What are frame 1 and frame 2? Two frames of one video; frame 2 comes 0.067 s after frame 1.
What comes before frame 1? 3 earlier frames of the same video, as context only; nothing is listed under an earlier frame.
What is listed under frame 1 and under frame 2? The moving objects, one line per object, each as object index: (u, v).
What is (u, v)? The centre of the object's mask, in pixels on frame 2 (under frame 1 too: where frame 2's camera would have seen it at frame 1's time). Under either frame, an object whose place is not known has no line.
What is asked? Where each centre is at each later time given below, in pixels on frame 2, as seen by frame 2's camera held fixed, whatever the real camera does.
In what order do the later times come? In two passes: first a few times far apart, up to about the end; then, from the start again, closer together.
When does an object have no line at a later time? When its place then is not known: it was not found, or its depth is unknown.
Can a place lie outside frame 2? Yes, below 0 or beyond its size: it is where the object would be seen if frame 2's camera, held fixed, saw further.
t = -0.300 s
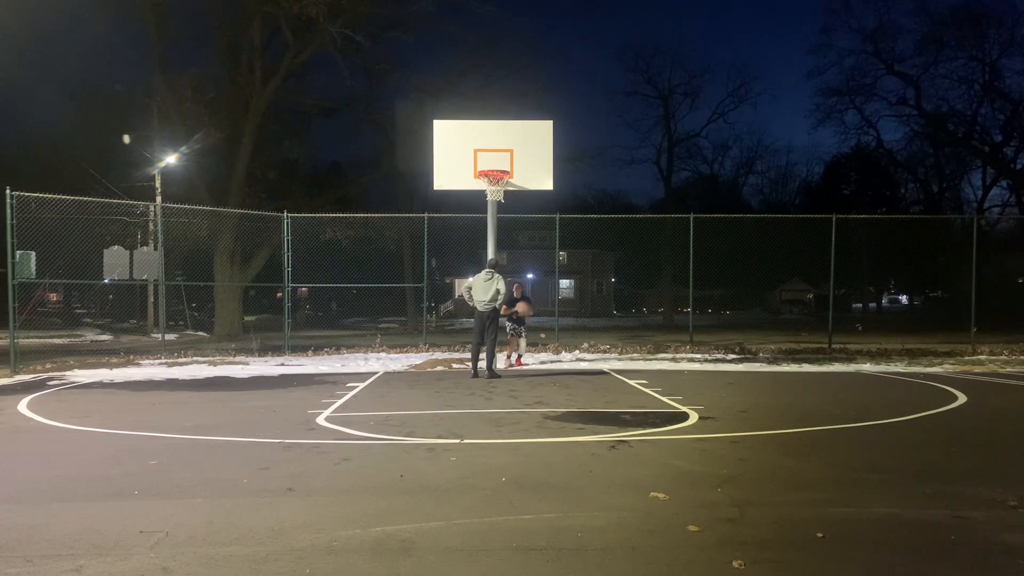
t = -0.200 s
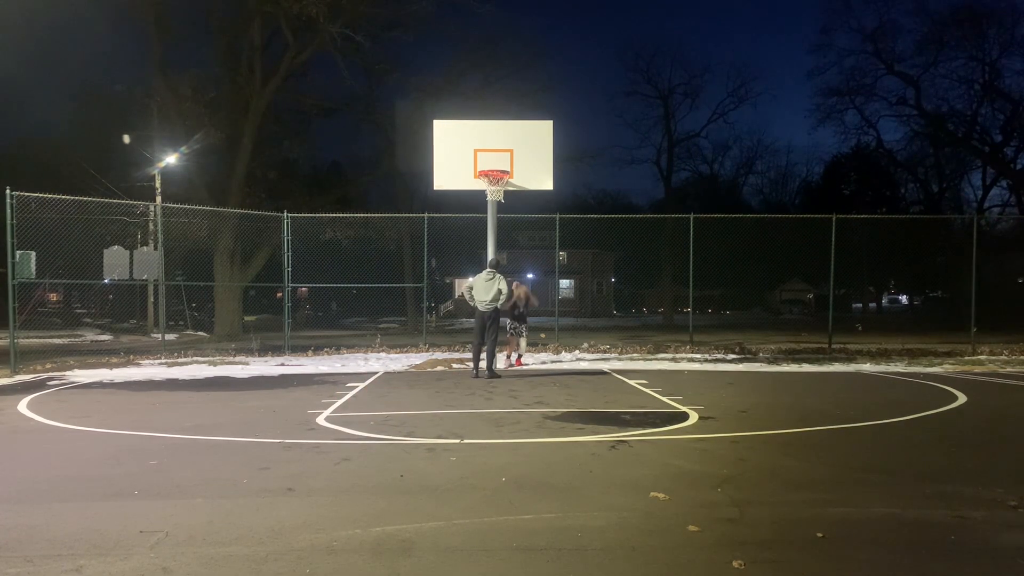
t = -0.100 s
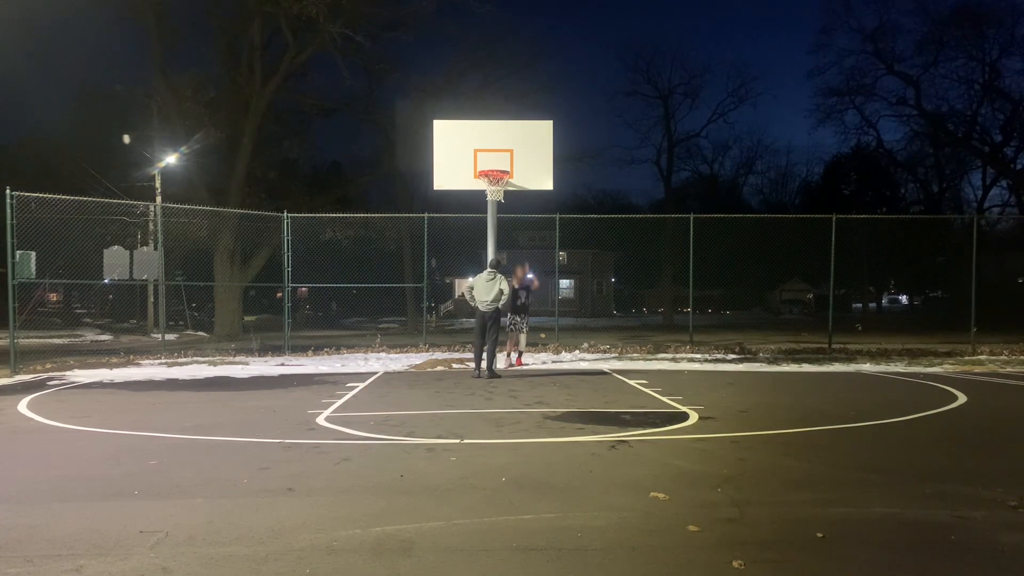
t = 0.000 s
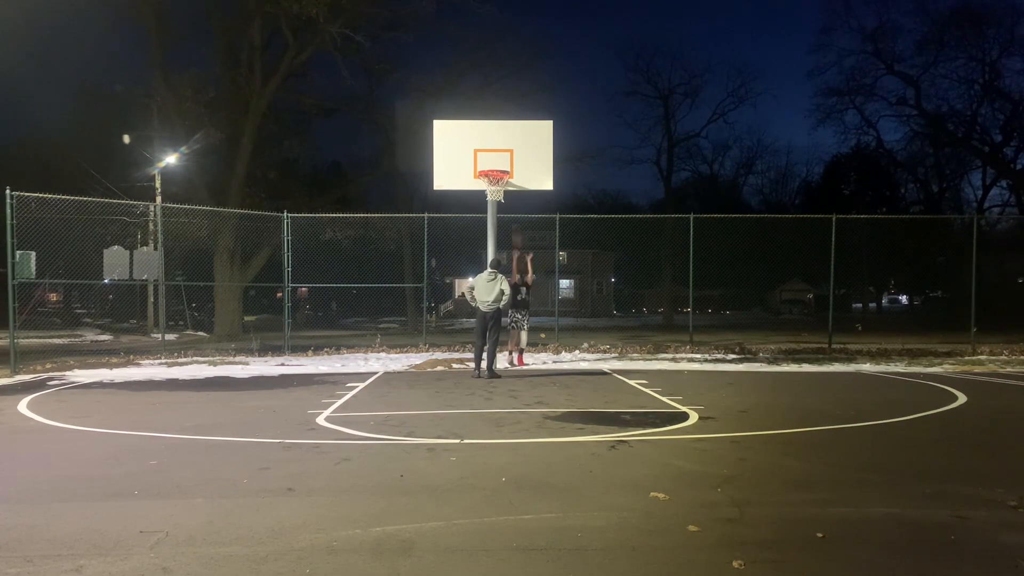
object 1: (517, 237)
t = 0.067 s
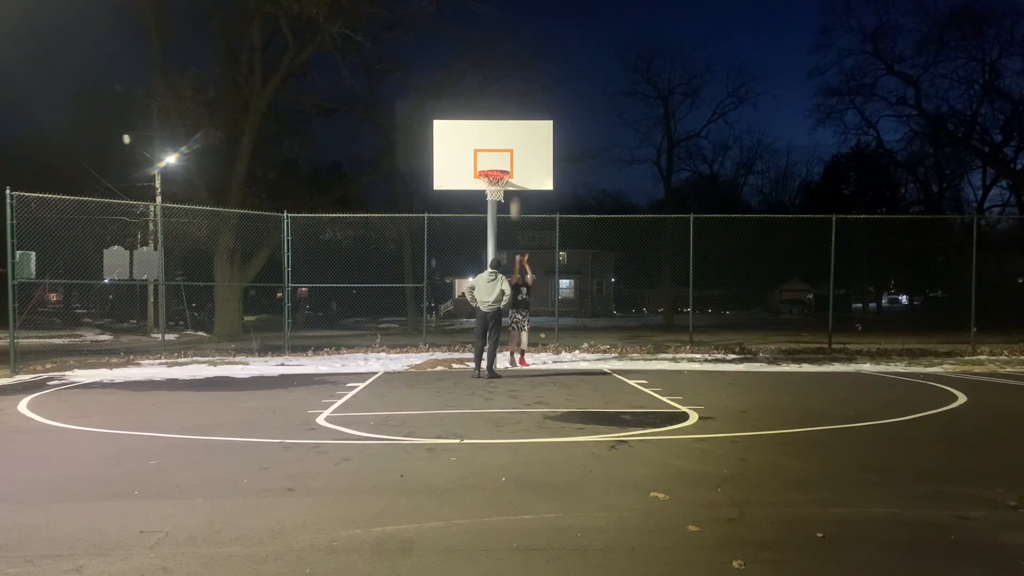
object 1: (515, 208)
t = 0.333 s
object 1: (511, 116)
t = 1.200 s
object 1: (497, 107)
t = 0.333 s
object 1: (511, 116)
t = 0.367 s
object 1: (512, 112)
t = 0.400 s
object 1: (510, 105)
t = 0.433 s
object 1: (510, 98)
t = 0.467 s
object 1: (510, 91)
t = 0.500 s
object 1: (509, 85)
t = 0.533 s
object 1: (508, 79)
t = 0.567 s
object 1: (508, 74)
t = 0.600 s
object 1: (508, 70)
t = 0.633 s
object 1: (507, 66)
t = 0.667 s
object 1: (506, 64)
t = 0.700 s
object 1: (506, 62)
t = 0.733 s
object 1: (505, 60)
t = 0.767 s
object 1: (505, 59)
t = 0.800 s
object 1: (504, 58)
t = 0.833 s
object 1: (504, 59)
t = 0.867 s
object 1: (503, 59)
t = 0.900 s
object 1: (502, 61)
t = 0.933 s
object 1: (502, 63)
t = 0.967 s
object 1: (501, 66)
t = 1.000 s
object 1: (500, 70)
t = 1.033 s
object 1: (499, 74)
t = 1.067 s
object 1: (499, 79)
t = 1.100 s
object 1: (498, 84)
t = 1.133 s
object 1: (498, 92)
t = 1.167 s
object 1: (497, 99)
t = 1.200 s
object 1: (497, 107)
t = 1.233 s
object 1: (497, 114)
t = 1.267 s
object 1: (497, 123)
